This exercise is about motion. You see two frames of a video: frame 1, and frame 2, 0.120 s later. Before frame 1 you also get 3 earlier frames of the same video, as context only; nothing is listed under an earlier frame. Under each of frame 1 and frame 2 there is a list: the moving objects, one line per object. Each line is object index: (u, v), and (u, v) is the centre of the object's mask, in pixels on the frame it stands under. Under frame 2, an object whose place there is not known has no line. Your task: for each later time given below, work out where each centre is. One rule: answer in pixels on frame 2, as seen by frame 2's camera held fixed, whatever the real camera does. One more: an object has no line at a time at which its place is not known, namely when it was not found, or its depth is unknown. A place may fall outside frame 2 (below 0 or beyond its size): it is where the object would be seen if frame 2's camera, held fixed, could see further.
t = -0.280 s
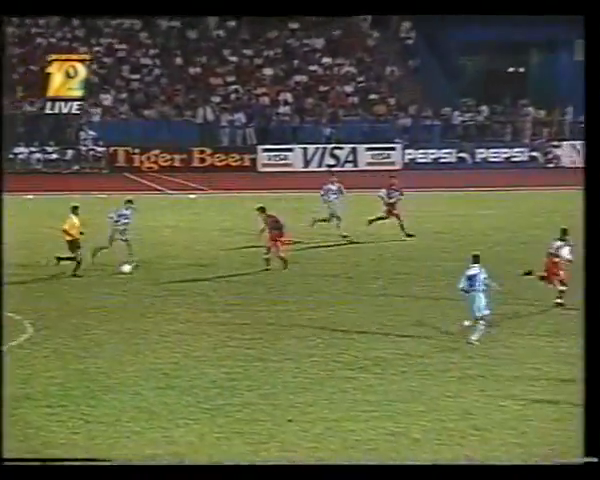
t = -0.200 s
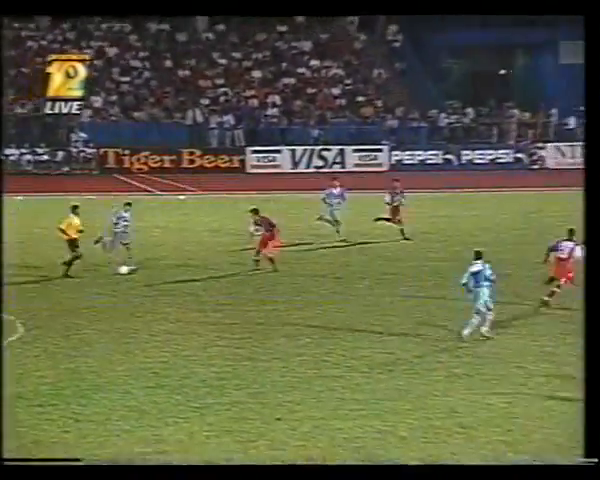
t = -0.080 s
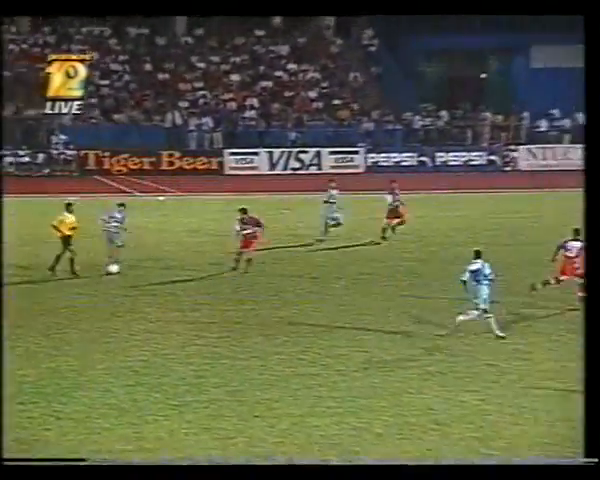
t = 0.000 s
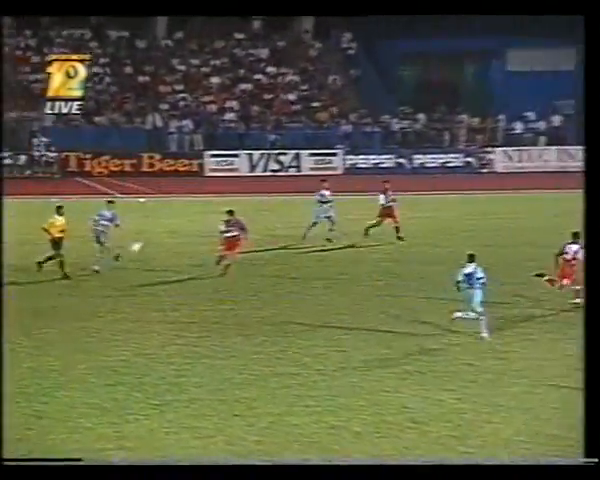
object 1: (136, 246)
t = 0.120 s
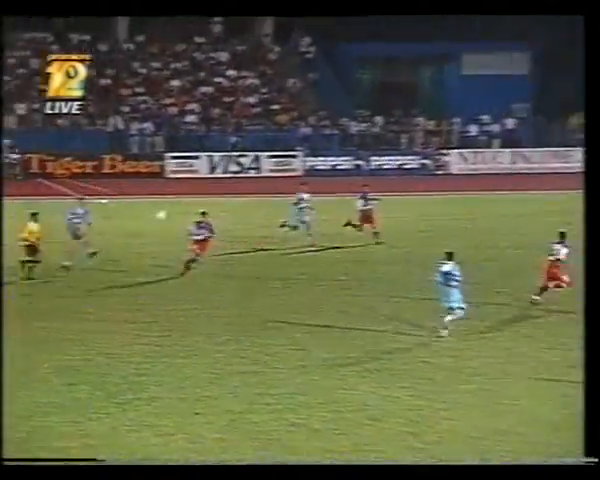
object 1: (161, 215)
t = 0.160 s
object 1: (181, 205)
